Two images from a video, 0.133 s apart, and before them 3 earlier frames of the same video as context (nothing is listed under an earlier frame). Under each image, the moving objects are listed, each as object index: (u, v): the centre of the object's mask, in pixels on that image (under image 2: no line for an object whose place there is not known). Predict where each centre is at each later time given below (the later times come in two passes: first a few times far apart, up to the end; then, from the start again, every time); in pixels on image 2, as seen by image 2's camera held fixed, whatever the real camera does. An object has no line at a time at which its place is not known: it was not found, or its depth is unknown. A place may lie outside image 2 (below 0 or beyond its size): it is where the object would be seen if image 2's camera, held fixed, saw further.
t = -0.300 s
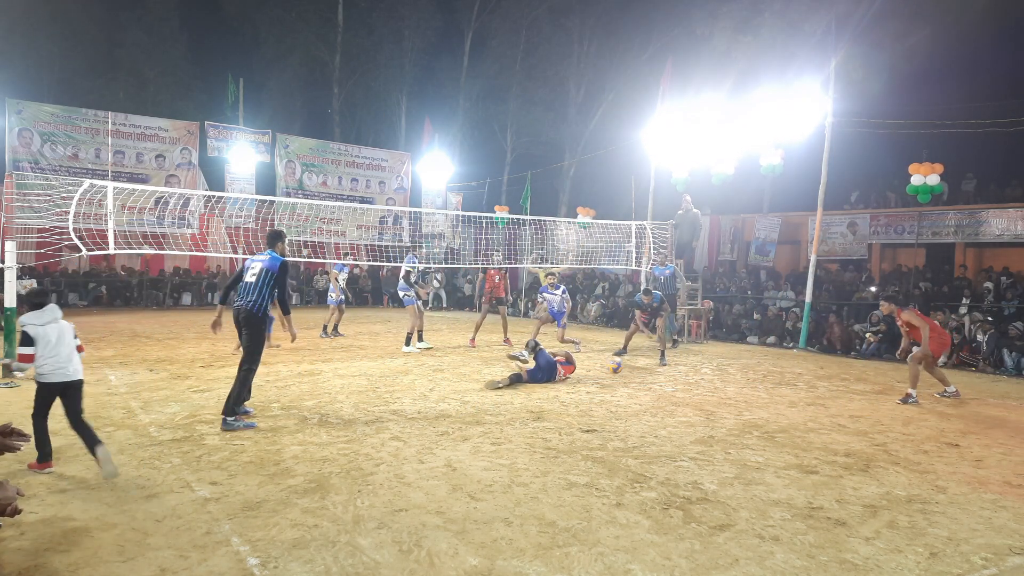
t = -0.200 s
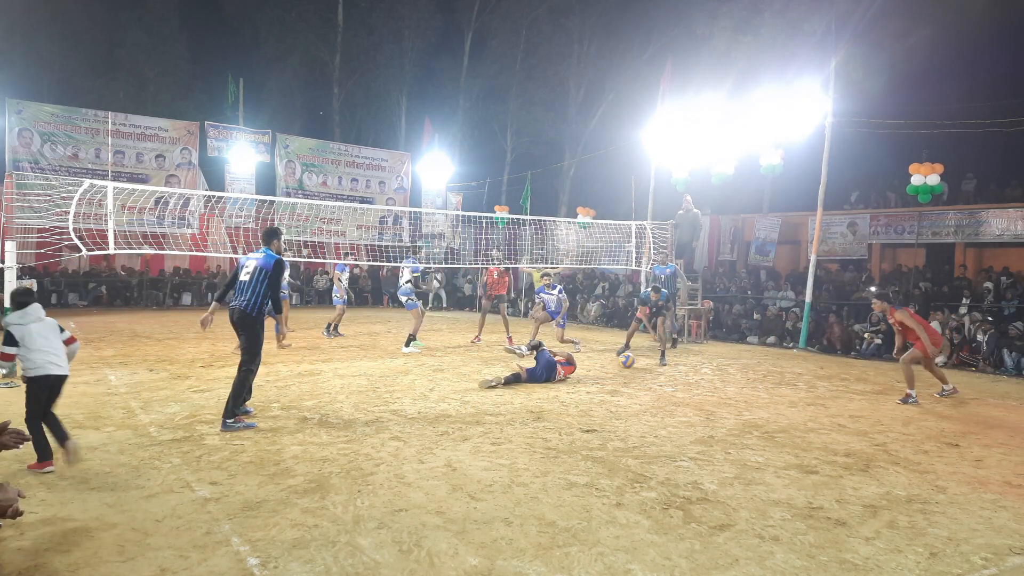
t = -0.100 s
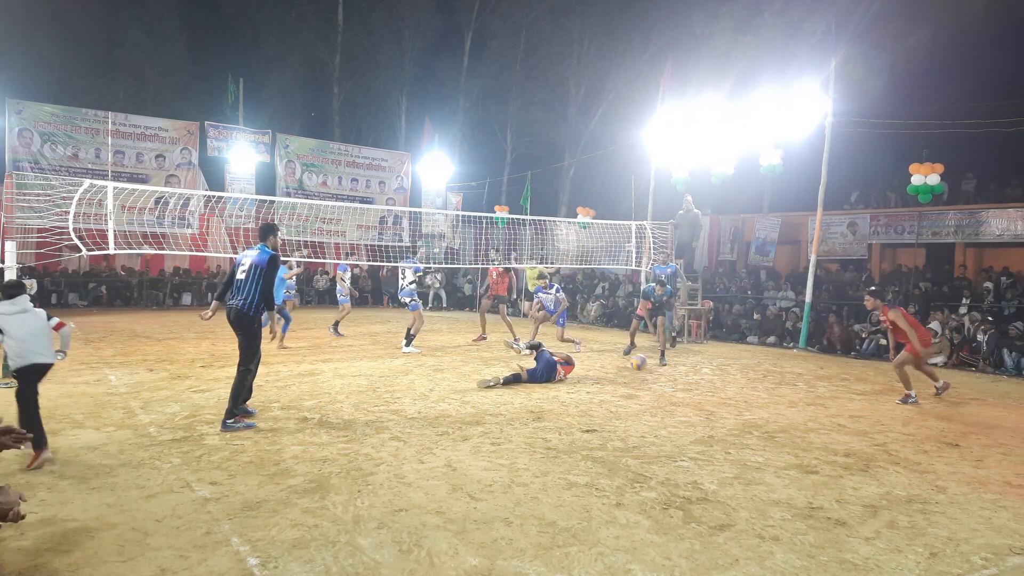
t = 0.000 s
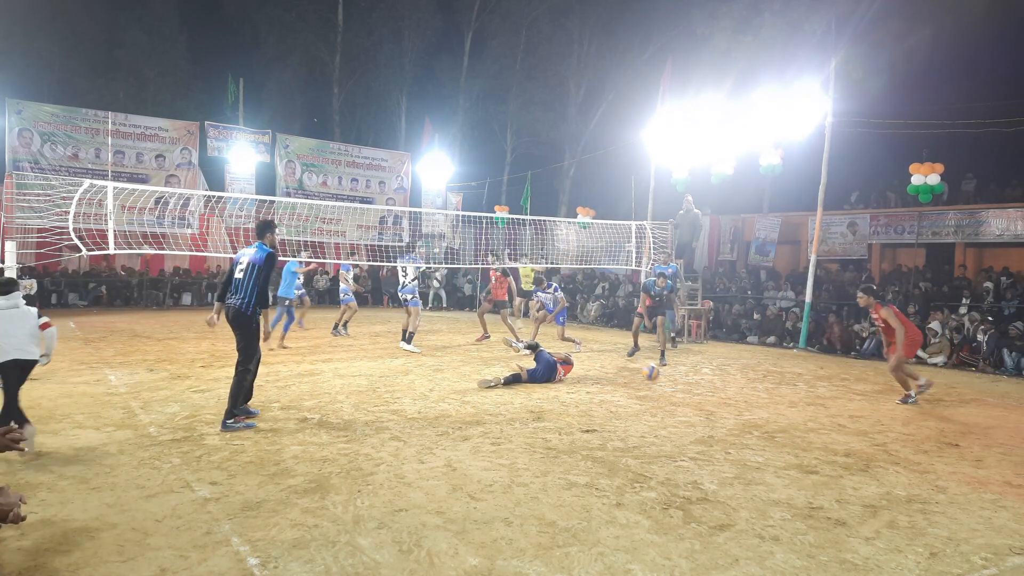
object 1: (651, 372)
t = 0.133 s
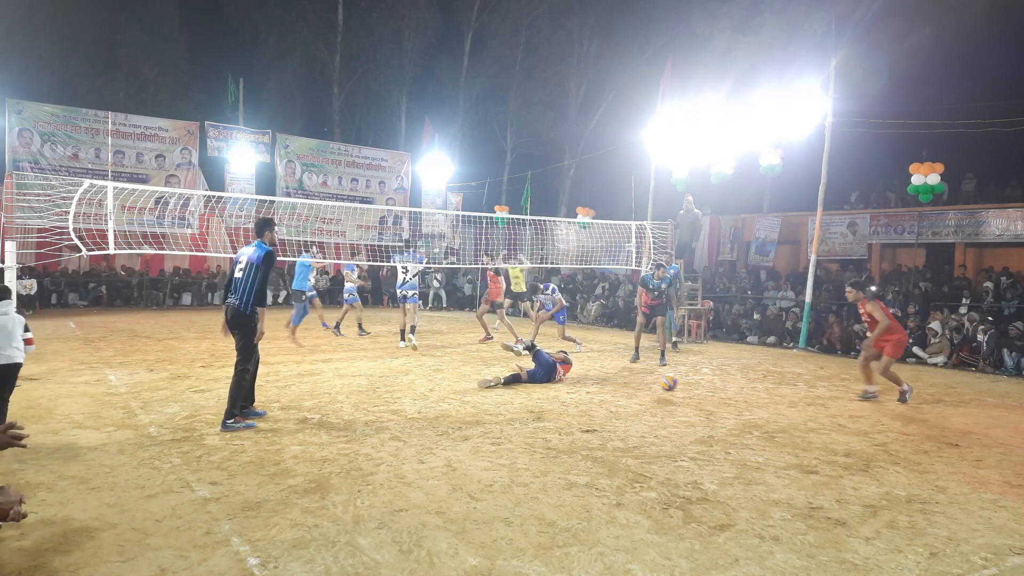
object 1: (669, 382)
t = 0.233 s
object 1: (683, 379)
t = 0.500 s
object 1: (724, 397)
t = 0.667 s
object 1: (754, 397)
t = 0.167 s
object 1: (674, 380)
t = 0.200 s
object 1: (678, 379)
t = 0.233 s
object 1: (683, 379)
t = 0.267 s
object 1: (687, 379)
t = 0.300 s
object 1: (693, 381)
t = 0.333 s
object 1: (697, 383)
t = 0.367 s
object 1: (702, 386)
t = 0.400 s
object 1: (708, 391)
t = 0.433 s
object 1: (714, 397)
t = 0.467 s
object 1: (719, 400)
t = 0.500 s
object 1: (724, 397)
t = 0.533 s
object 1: (730, 395)
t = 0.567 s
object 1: (736, 394)
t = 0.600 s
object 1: (741, 394)
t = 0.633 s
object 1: (748, 395)
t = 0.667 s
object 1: (754, 397)
